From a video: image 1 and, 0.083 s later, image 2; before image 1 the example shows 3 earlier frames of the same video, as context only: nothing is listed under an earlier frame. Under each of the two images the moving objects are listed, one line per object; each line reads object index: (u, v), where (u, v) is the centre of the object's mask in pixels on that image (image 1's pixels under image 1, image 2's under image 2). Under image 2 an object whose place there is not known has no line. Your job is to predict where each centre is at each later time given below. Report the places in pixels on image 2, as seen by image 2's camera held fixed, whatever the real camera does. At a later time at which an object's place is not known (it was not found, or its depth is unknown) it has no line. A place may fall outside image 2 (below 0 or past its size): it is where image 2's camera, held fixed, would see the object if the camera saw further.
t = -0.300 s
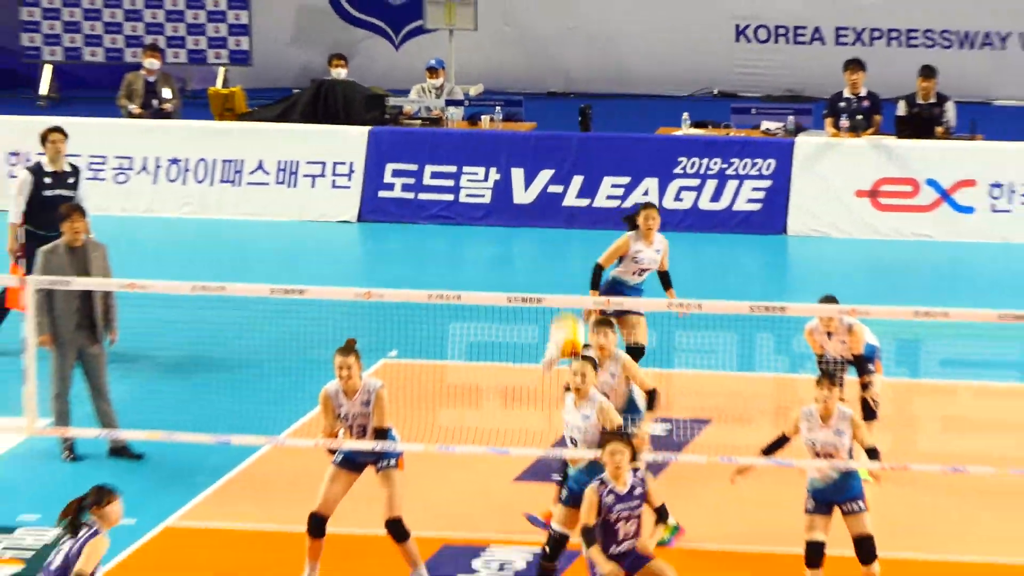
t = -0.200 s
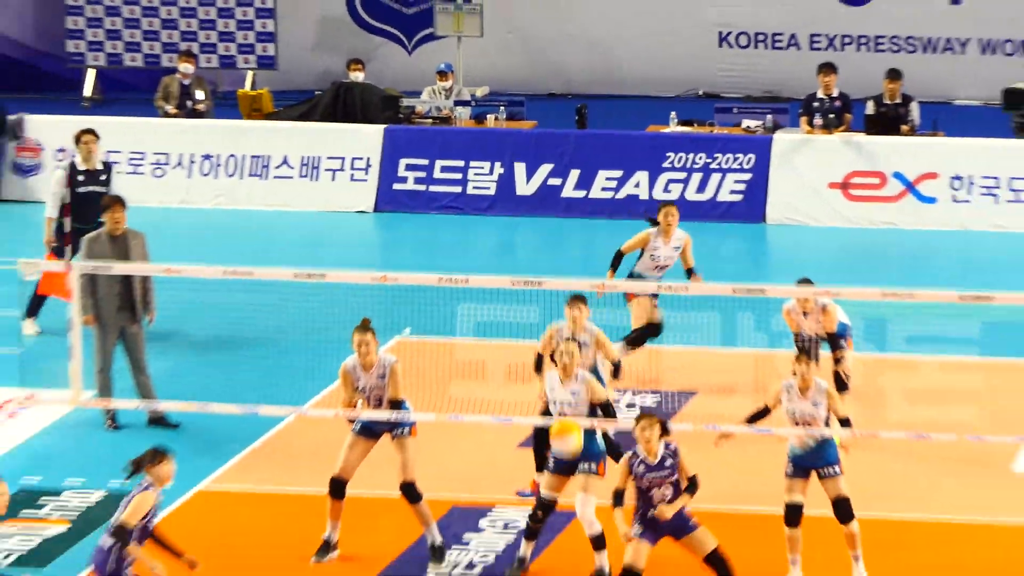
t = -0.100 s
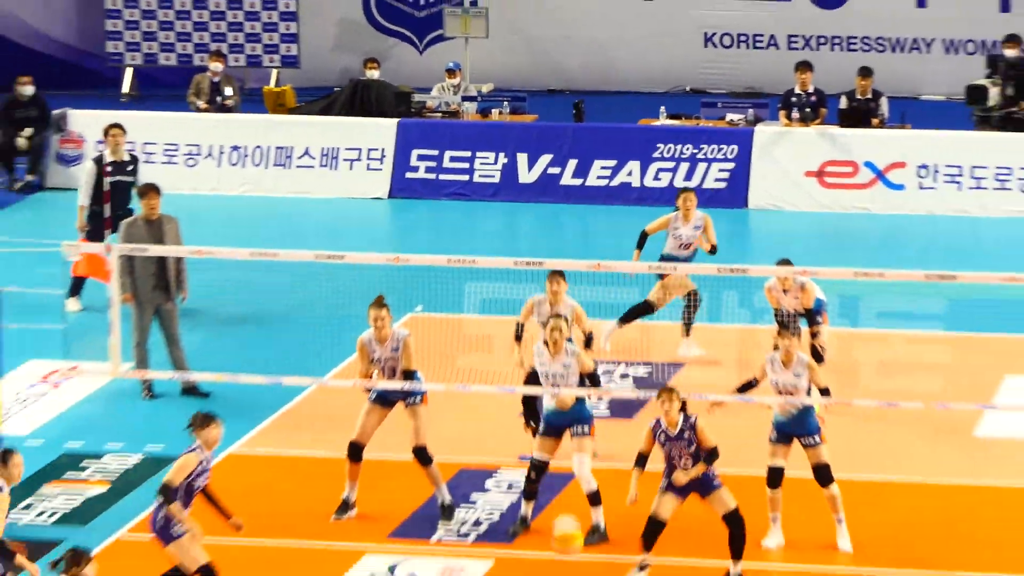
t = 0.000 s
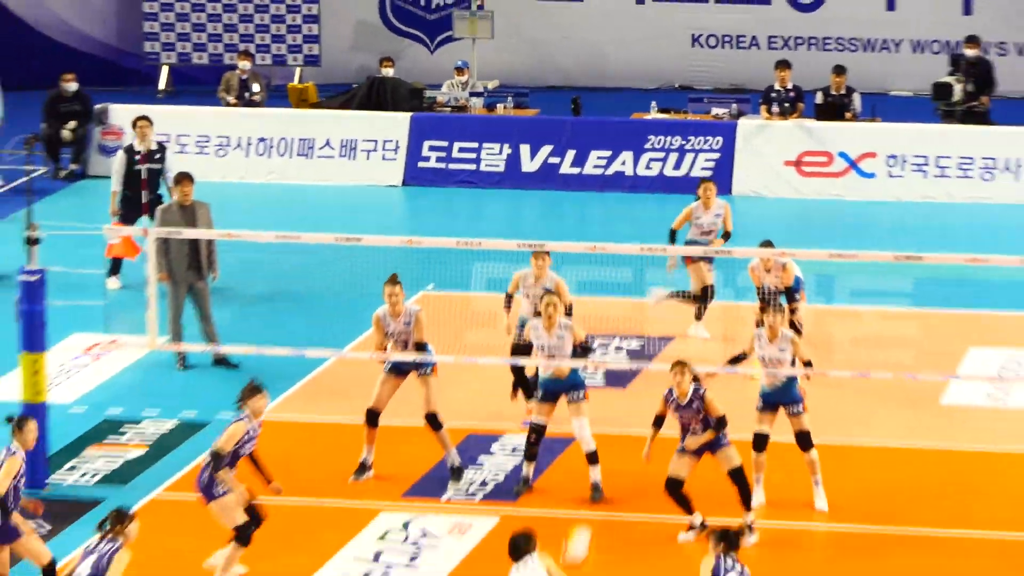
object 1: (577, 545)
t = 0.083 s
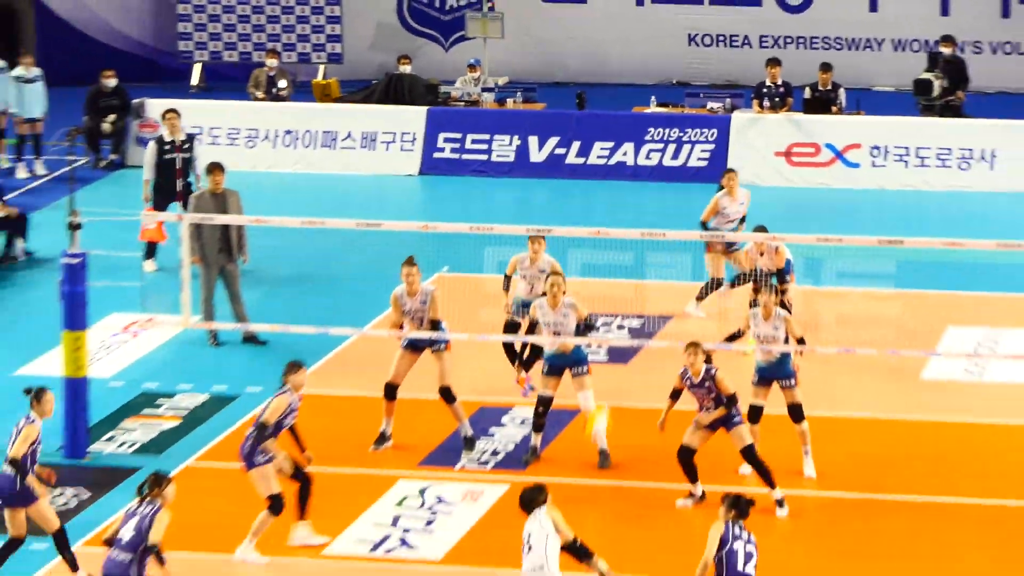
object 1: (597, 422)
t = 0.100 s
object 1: (601, 407)
